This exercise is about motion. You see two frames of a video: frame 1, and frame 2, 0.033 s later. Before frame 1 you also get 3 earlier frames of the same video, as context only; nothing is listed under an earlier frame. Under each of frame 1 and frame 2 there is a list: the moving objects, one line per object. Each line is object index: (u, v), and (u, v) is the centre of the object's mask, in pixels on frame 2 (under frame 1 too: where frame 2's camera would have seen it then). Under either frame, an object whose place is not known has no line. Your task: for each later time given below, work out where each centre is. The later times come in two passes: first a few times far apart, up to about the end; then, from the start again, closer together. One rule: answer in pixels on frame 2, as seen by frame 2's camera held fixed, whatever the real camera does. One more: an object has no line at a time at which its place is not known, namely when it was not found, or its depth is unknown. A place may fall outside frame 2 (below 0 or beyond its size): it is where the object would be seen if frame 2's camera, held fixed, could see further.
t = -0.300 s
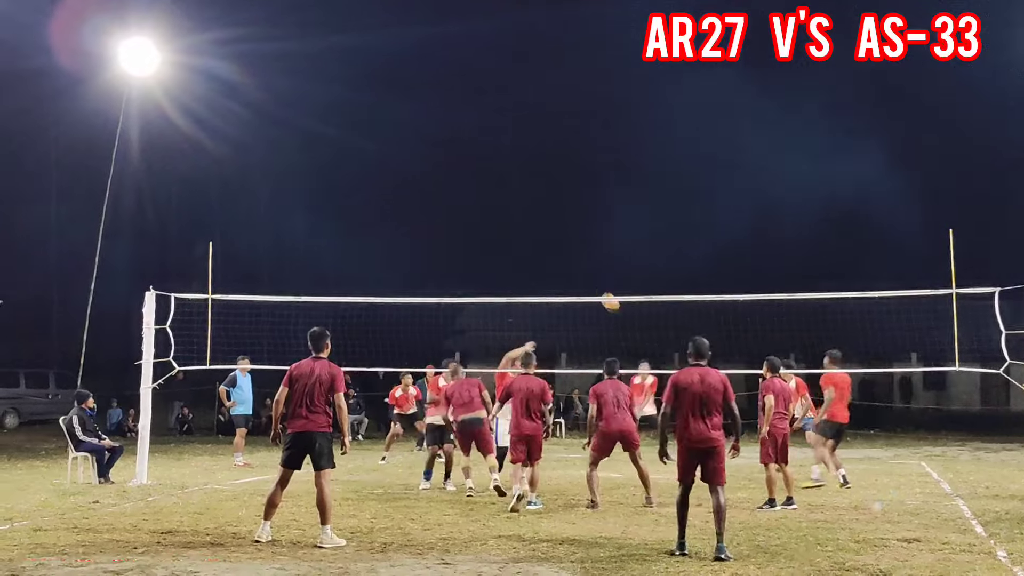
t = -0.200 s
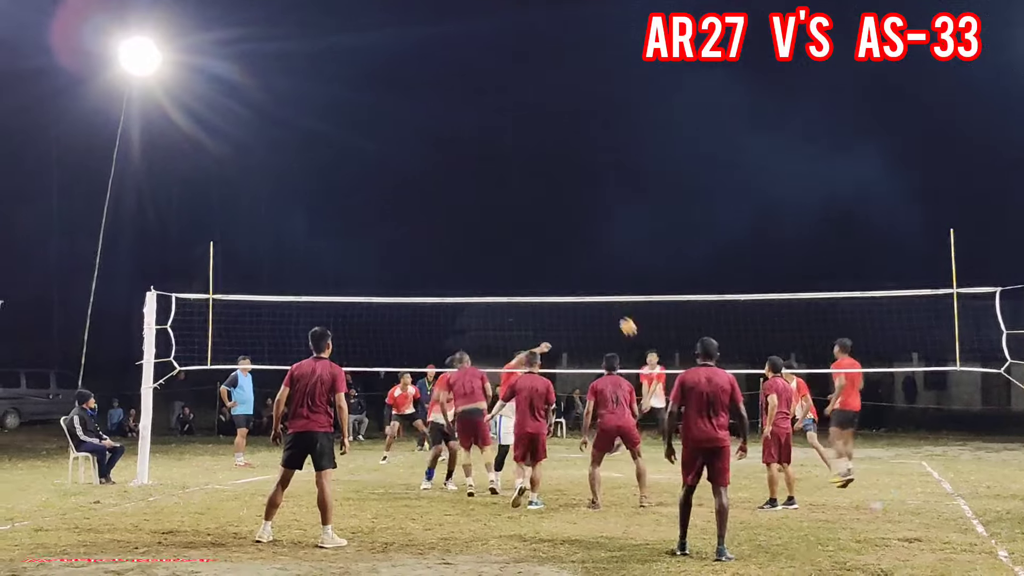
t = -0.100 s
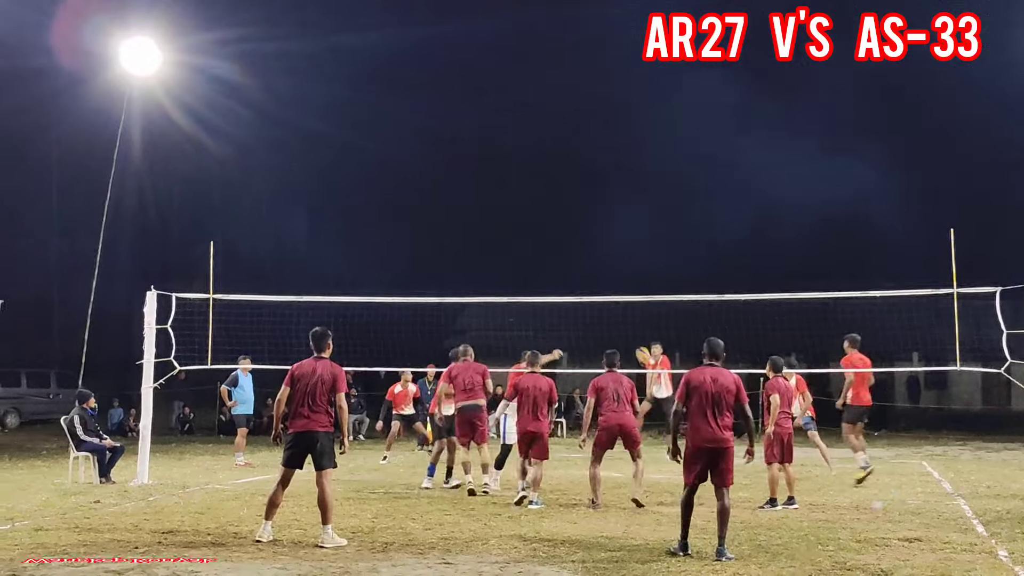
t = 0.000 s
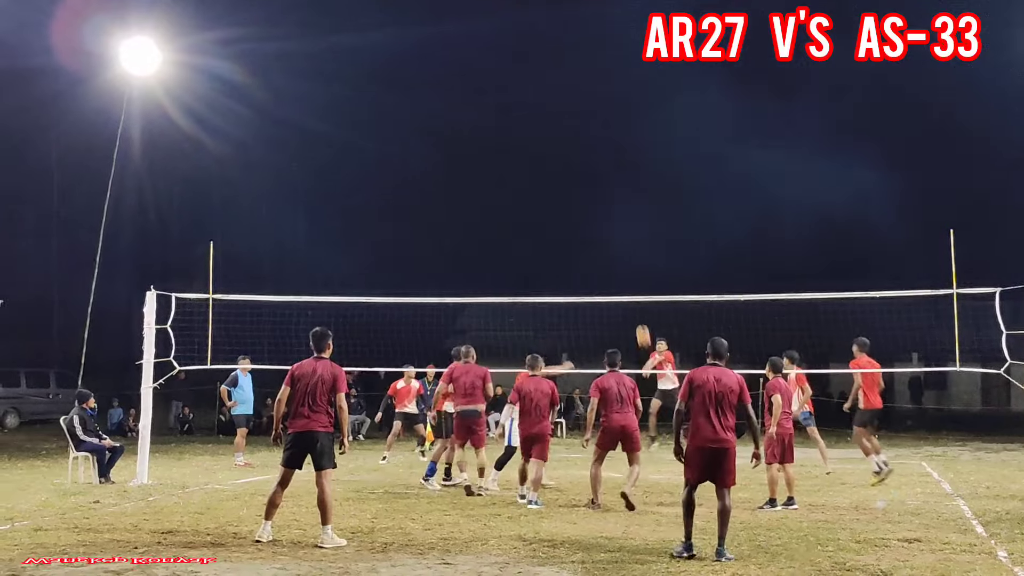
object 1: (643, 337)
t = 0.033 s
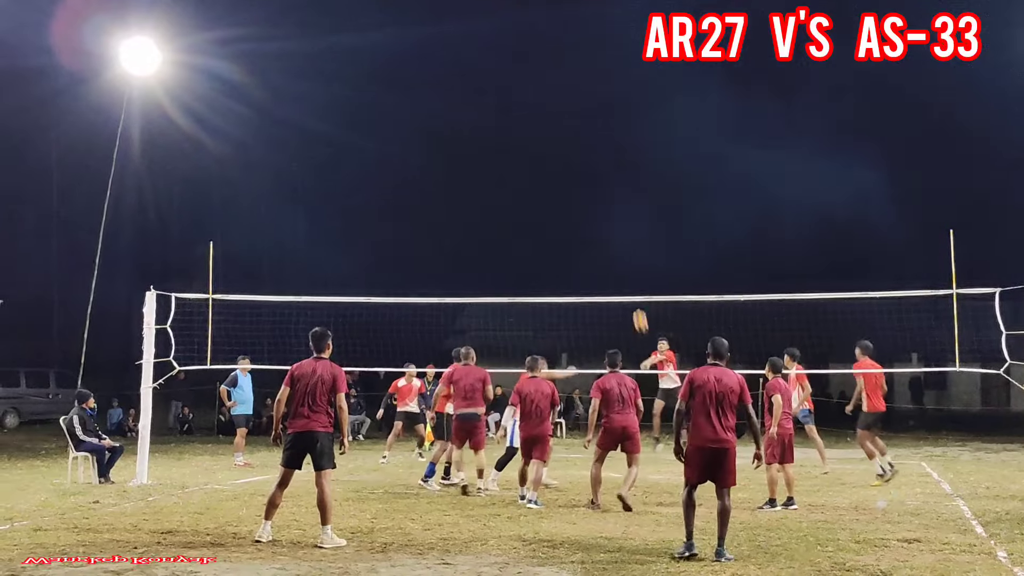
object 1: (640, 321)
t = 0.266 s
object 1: (622, 230)
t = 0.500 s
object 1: (604, 170)
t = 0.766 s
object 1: (586, 141)
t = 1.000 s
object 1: (565, 158)
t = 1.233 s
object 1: (547, 211)
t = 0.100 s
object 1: (634, 289)
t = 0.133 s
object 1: (632, 278)
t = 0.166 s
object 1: (629, 265)
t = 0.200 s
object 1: (627, 253)
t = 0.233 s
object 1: (624, 241)
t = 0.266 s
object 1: (622, 230)
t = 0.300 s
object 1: (619, 220)
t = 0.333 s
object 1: (616, 210)
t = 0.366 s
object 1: (614, 201)
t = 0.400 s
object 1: (612, 192)
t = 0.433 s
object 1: (609, 184)
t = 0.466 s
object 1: (607, 176)
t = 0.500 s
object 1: (604, 170)
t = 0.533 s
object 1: (602, 164)
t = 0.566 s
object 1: (600, 159)
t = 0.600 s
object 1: (598, 154)
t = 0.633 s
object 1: (595, 150)
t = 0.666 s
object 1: (593, 147)
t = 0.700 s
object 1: (590, 144)
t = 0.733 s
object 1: (588, 142)
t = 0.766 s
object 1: (586, 141)
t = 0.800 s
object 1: (583, 141)
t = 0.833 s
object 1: (581, 141)
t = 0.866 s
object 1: (578, 142)
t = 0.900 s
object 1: (573, 146)
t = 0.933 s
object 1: (571, 149)
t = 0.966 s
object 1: (568, 153)
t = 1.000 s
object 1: (565, 158)
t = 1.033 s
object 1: (563, 163)
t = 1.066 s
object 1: (560, 169)
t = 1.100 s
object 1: (558, 176)
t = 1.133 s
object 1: (555, 184)
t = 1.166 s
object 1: (552, 192)
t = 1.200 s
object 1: (550, 201)
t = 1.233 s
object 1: (547, 211)
